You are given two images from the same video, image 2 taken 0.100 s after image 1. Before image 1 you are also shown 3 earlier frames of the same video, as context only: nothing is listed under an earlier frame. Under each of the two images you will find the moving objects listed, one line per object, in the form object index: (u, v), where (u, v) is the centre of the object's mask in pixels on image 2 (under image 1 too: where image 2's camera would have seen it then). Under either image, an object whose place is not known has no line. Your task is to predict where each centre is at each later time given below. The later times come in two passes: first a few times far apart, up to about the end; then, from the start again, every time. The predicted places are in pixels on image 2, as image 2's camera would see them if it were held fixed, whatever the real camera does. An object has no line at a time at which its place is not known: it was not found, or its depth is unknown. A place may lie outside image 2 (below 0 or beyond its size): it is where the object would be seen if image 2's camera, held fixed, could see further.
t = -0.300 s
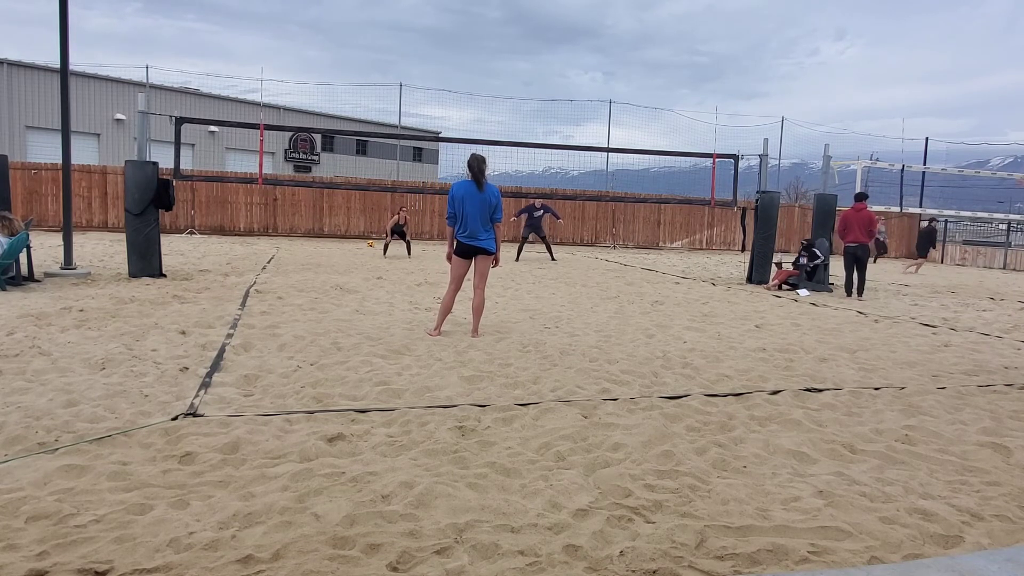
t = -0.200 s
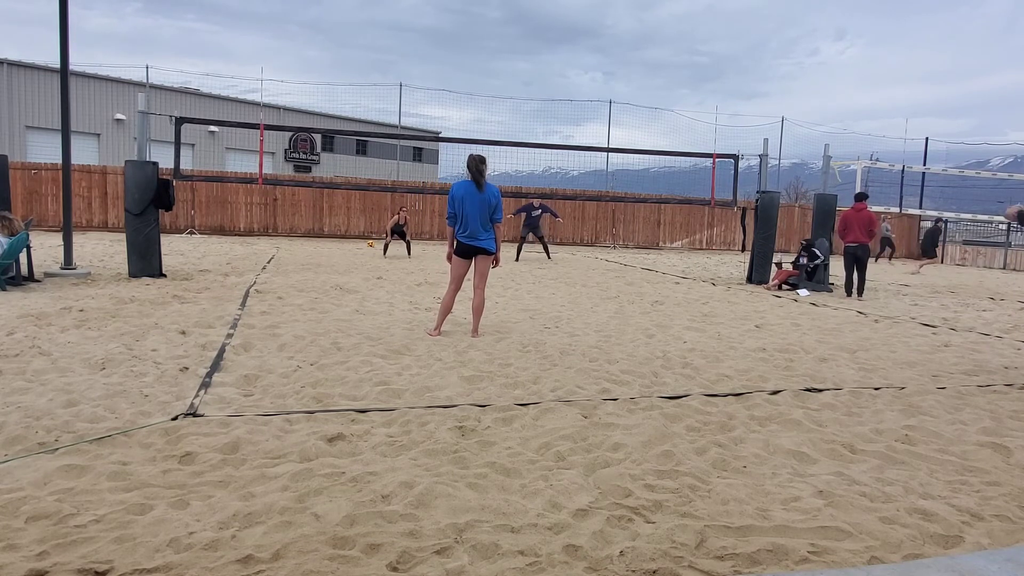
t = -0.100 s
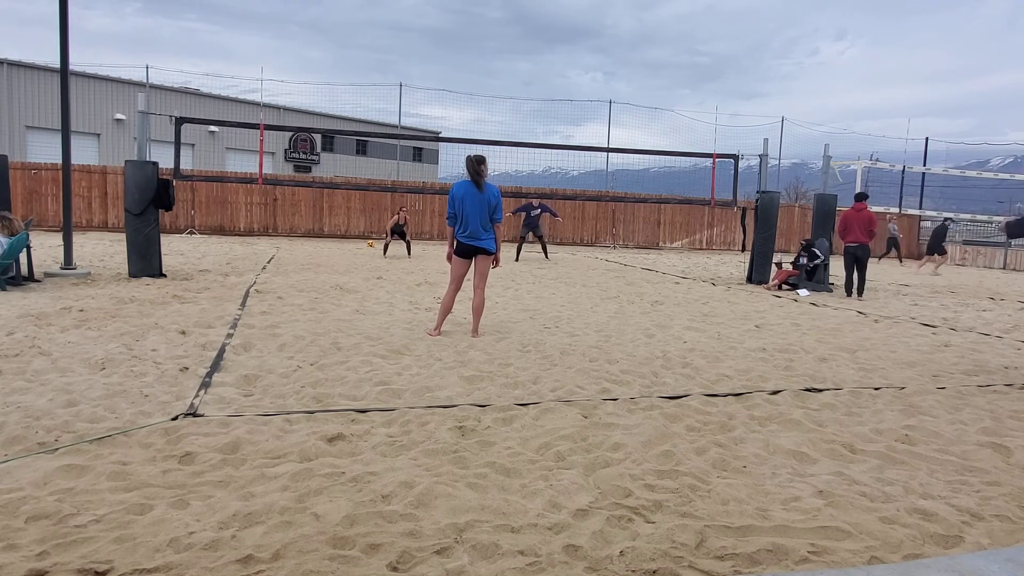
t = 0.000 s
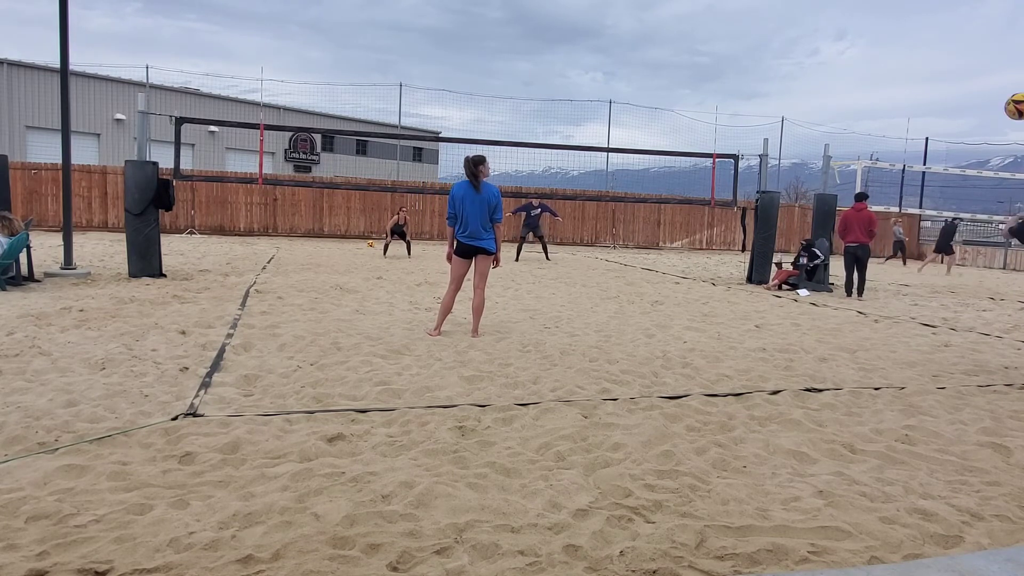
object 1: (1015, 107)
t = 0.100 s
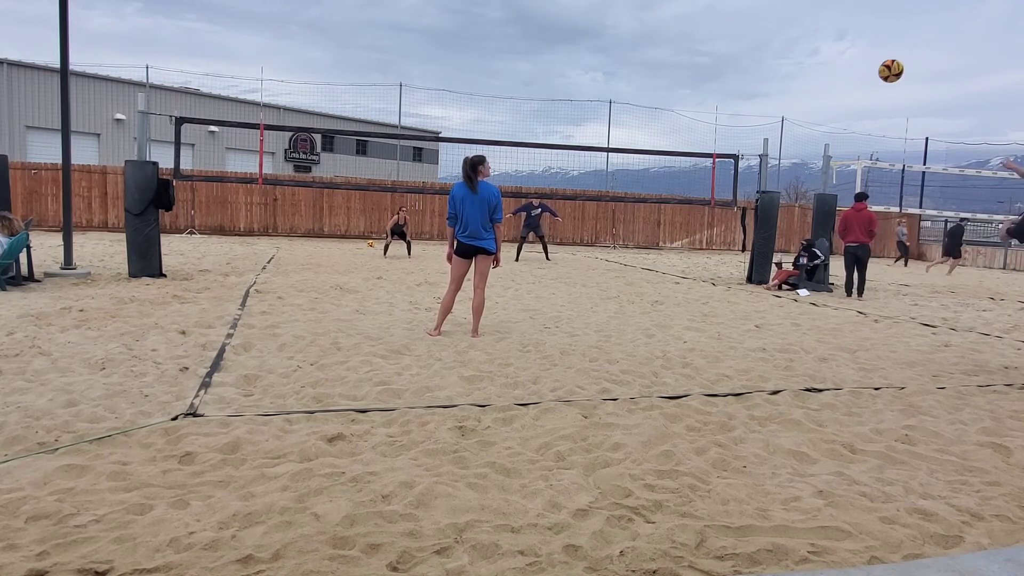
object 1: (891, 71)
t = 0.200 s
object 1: (799, 55)
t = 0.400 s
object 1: (680, 56)
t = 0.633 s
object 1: (594, 81)
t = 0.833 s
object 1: (545, 118)
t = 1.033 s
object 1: (509, 164)
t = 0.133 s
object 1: (857, 64)
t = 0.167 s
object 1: (826, 58)
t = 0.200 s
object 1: (799, 55)
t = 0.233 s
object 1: (775, 53)
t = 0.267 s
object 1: (753, 52)
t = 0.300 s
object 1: (732, 52)
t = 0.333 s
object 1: (714, 53)
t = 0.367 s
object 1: (696, 54)
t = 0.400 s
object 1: (680, 56)
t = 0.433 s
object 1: (665, 58)
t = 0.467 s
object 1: (651, 61)
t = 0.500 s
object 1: (639, 64)
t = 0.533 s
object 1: (626, 67)
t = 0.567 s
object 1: (615, 72)
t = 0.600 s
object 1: (604, 76)
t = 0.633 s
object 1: (594, 81)
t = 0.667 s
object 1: (585, 87)
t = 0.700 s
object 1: (576, 92)
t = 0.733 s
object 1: (567, 98)
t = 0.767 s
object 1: (559, 104)
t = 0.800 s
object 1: (552, 111)
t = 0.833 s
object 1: (545, 118)
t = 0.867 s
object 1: (538, 125)
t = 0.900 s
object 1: (532, 132)
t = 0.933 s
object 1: (526, 139)
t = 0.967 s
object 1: (520, 149)
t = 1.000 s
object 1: (515, 156)
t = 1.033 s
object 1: (509, 164)
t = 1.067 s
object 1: (504, 171)
